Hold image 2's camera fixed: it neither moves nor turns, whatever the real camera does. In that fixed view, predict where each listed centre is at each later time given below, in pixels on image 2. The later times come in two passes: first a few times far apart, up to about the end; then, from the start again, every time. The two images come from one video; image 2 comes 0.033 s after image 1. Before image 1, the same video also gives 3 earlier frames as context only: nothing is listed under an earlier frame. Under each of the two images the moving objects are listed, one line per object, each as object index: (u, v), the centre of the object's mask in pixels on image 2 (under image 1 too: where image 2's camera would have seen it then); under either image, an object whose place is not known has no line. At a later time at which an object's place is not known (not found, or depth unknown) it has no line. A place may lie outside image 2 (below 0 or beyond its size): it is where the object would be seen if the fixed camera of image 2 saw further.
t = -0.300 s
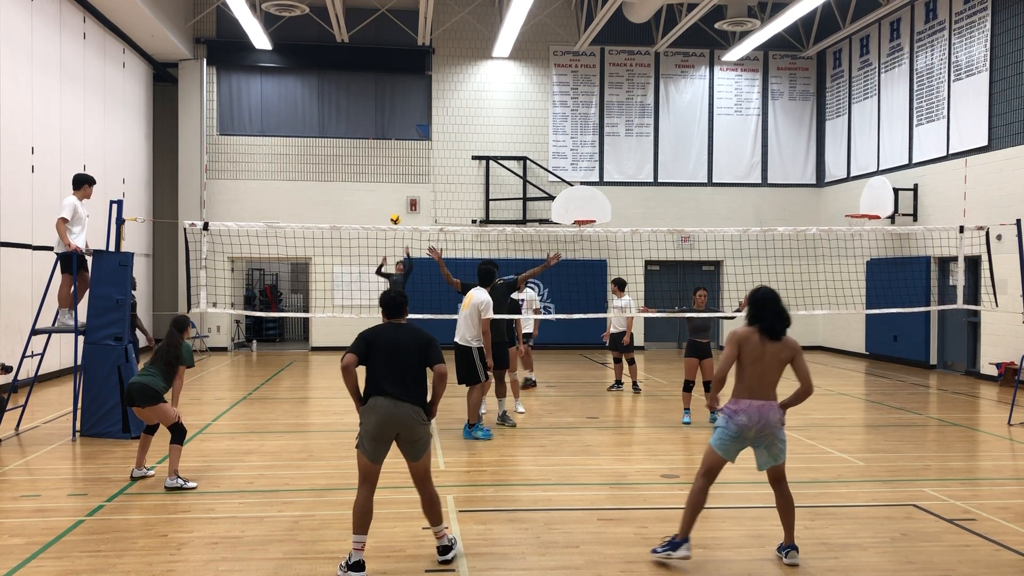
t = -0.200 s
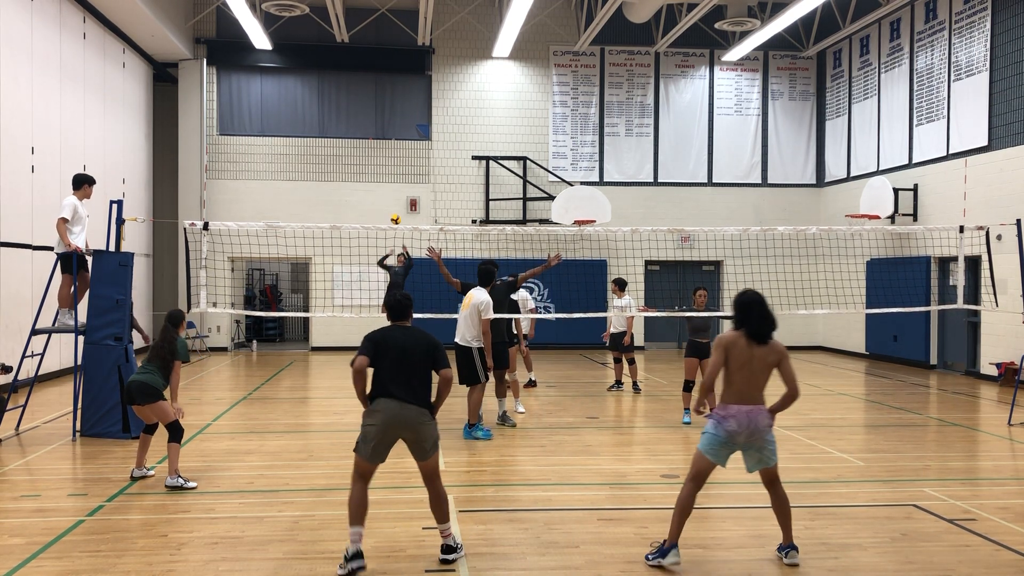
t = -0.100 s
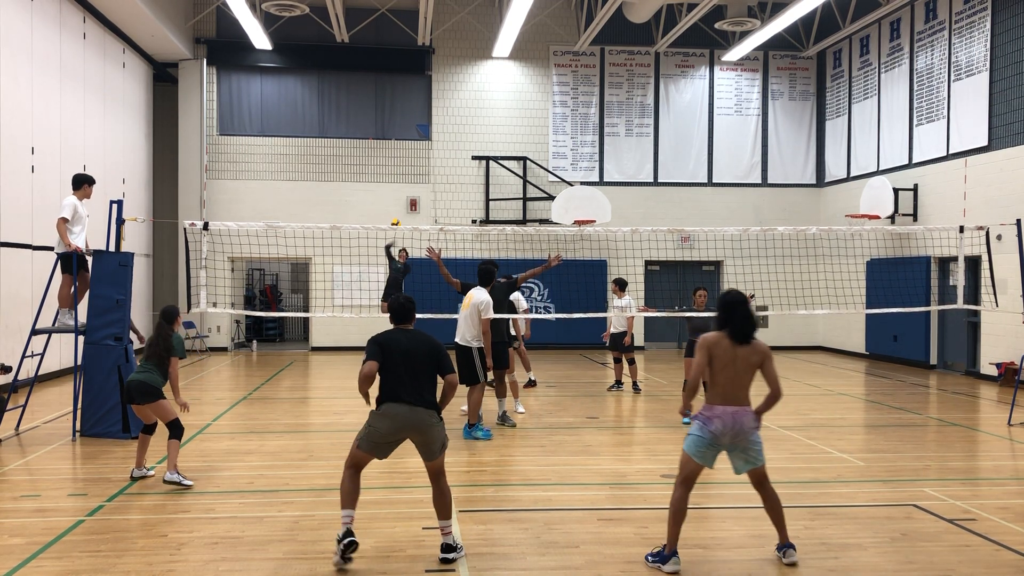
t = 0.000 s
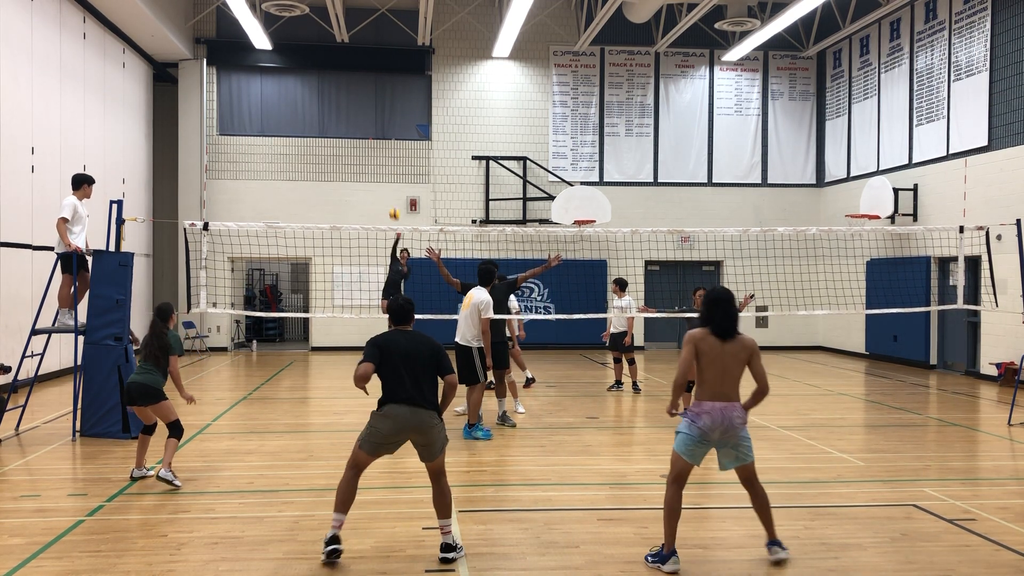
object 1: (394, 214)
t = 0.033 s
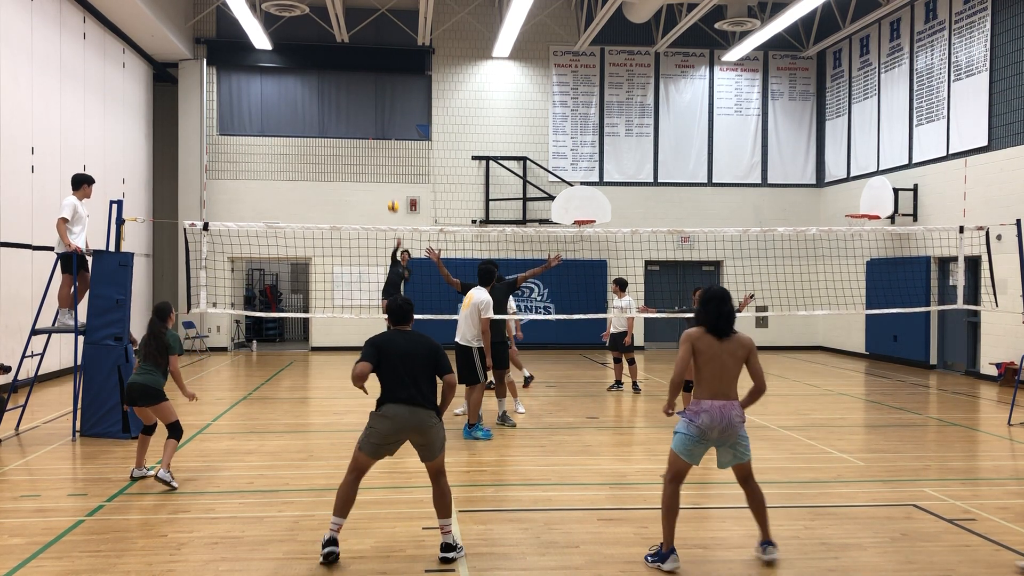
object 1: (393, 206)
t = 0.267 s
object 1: (378, 161)
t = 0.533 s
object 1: (350, 131)
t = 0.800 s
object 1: (303, 154)
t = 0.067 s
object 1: (392, 199)
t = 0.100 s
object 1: (390, 192)
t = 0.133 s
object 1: (388, 185)
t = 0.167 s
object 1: (386, 179)
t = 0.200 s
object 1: (384, 172)
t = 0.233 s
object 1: (381, 167)
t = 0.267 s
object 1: (378, 161)
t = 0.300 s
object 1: (376, 156)
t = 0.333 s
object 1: (373, 151)
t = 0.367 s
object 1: (370, 146)
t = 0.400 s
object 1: (367, 142)
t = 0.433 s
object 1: (363, 138)
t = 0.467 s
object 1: (360, 135)
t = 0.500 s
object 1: (355, 133)
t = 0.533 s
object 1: (350, 131)
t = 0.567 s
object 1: (345, 130)
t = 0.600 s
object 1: (340, 131)
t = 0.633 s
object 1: (334, 132)
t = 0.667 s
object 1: (329, 134)
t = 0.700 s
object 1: (323, 137)
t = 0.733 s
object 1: (317, 142)
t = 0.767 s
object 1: (310, 147)
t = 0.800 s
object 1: (303, 154)
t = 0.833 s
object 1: (296, 161)
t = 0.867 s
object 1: (288, 172)
